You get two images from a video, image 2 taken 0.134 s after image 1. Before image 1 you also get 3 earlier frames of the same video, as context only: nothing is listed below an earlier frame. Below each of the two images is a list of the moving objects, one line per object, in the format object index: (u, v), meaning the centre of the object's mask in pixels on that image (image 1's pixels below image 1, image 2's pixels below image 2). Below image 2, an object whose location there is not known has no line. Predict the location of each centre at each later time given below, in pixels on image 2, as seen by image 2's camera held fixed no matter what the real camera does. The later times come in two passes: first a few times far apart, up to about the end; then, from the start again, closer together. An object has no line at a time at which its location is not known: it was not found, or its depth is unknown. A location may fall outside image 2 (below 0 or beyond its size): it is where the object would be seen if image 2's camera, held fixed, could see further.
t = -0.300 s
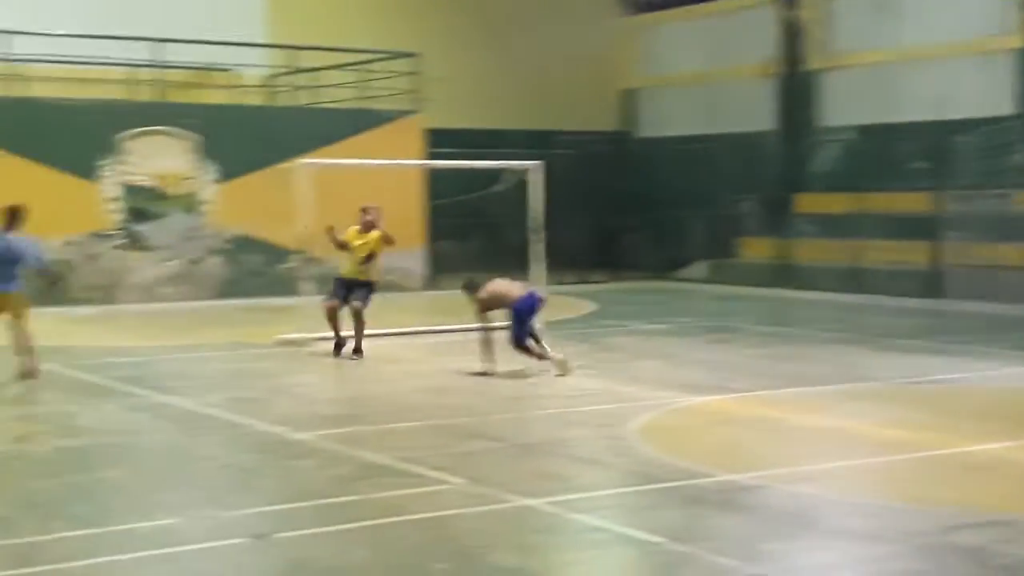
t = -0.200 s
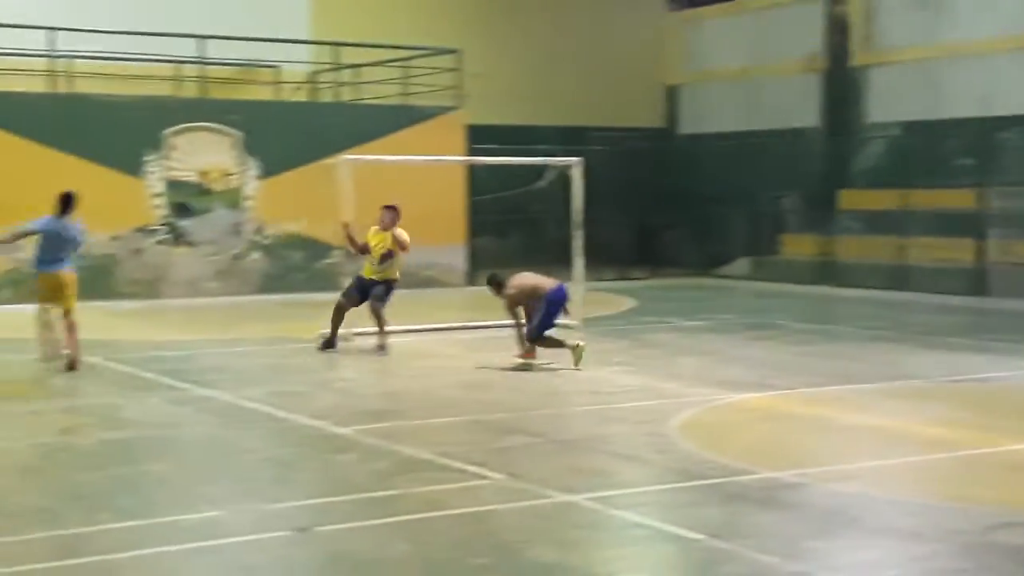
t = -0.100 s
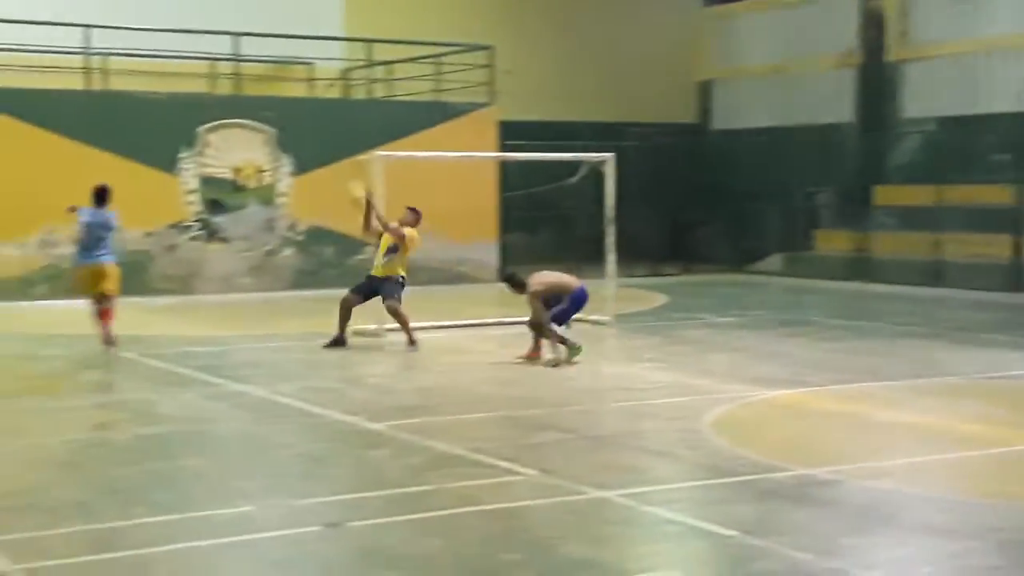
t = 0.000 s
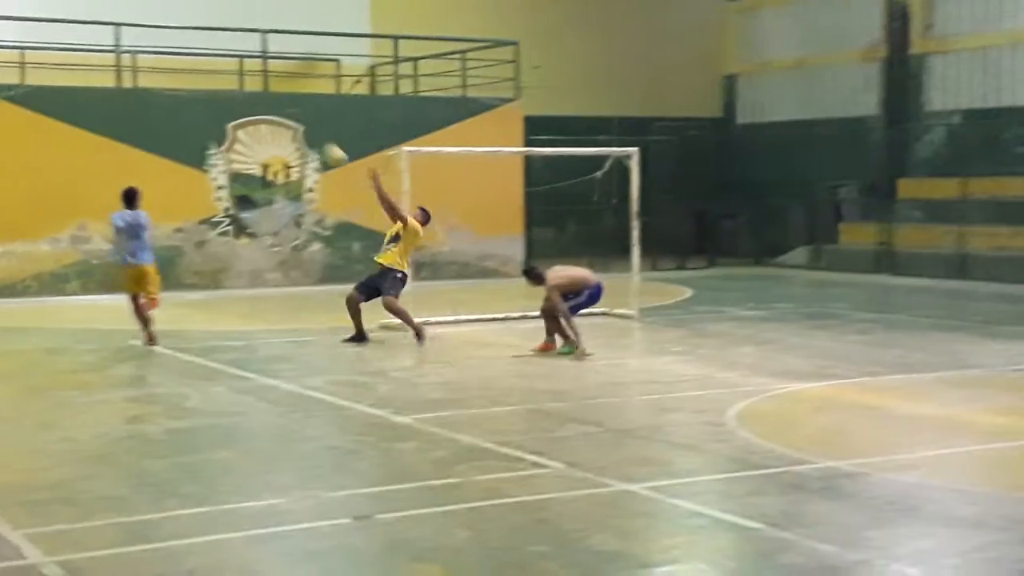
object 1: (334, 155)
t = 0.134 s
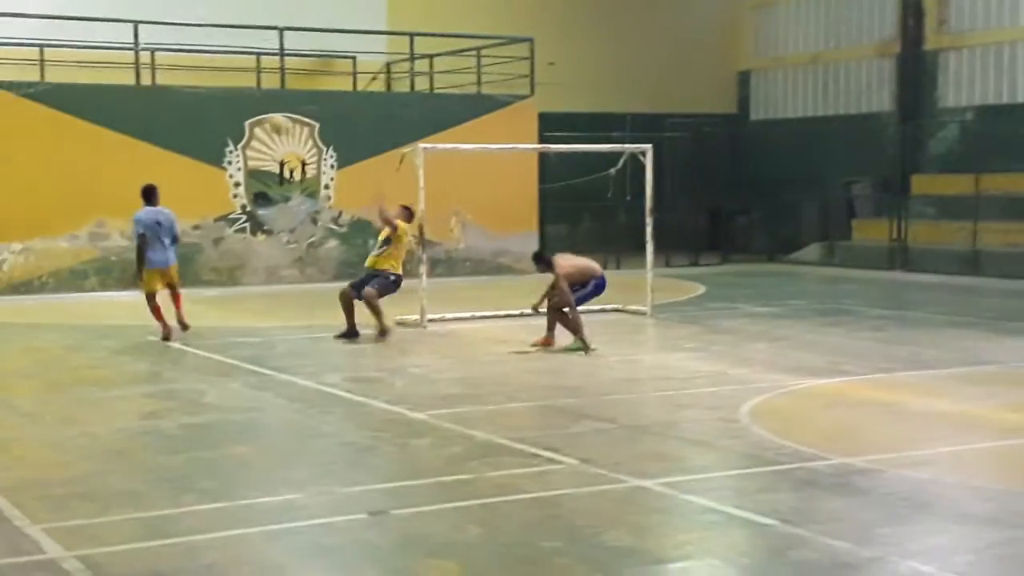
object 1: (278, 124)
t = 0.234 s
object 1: (223, 112)
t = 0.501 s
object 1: (76, 134)
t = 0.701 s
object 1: (-33, 196)
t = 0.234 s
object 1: (223, 112)
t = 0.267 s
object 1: (205, 111)
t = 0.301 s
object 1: (187, 110)
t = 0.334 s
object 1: (170, 110)
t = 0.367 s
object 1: (150, 117)
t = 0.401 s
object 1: (132, 118)
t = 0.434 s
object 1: (114, 123)
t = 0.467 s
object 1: (97, 127)
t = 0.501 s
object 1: (76, 134)
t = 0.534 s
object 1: (60, 140)
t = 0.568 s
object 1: (40, 149)
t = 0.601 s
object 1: (23, 158)
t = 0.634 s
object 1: (5, 168)
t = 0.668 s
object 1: (-14, 182)
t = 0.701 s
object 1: (-33, 196)
